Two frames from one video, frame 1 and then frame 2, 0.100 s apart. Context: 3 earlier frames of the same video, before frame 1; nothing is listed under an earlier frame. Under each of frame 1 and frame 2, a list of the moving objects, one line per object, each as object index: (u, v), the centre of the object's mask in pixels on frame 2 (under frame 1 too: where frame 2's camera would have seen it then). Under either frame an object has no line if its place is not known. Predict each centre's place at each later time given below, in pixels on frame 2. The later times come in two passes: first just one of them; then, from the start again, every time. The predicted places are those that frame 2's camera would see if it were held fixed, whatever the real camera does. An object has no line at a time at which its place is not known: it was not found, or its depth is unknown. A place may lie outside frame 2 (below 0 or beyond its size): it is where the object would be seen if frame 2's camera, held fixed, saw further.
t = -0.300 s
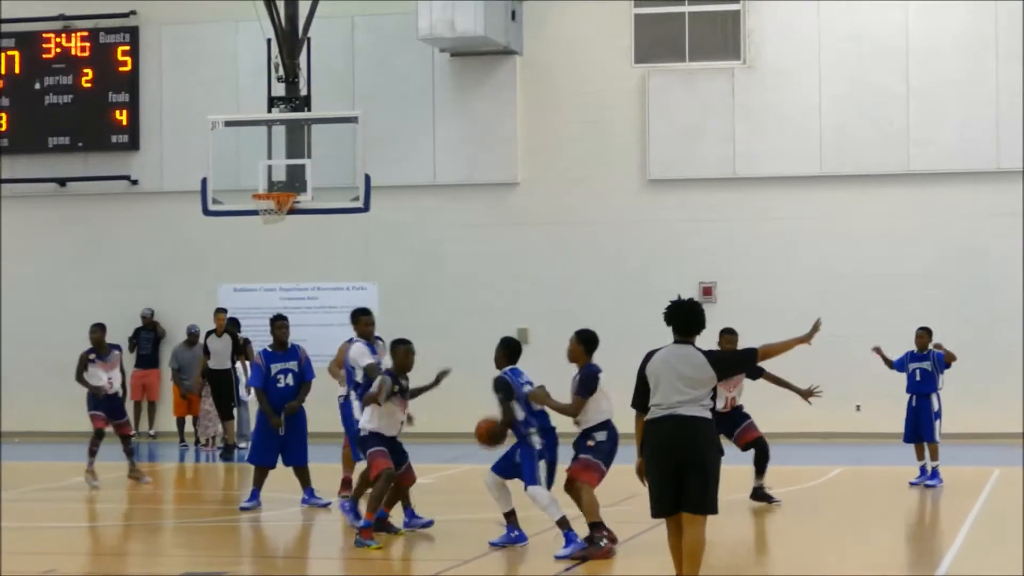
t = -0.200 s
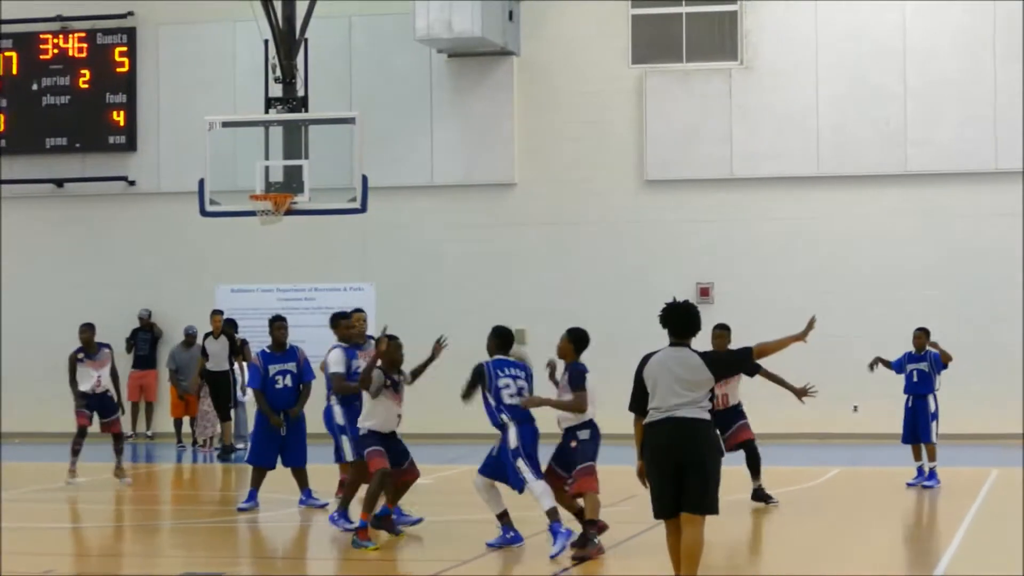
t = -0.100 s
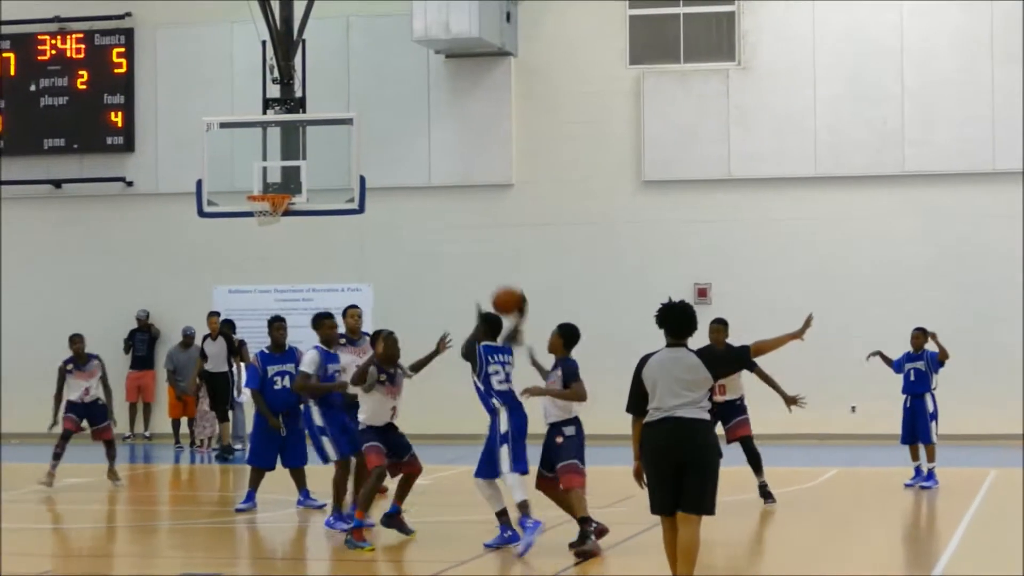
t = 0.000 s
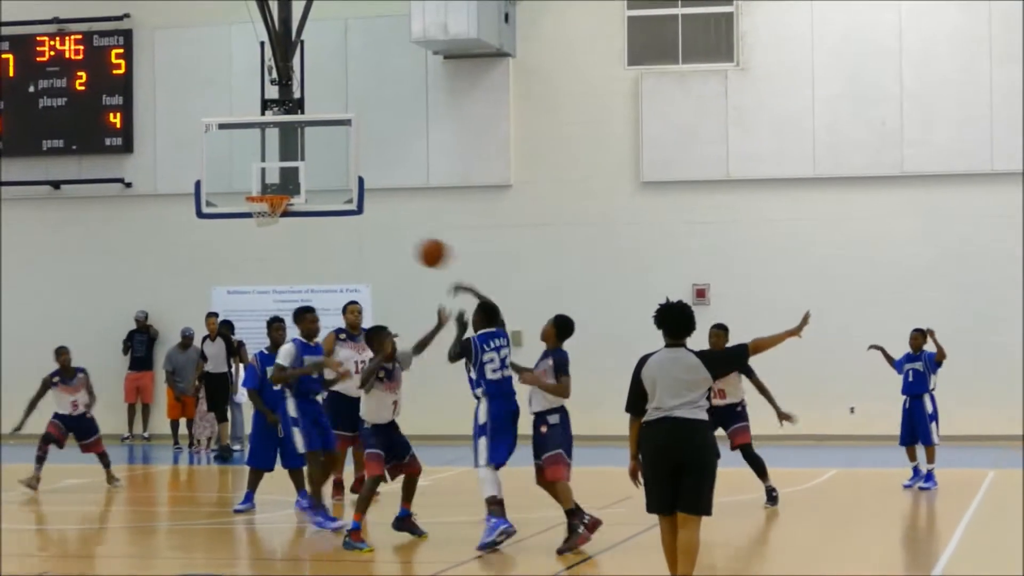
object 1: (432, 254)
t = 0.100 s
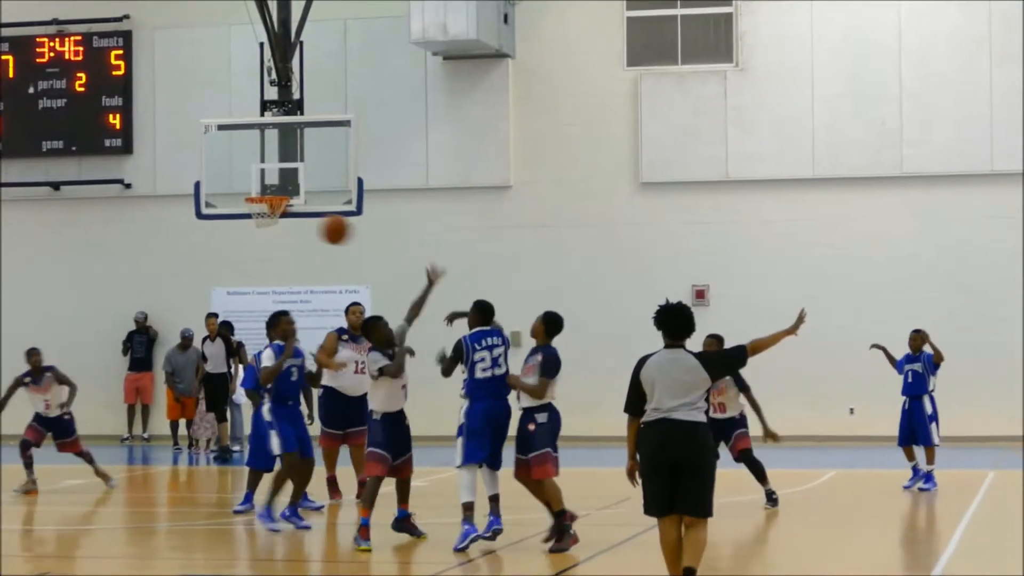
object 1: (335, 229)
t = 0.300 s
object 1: (156, 218)
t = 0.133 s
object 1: (304, 224)
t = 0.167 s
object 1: (272, 221)
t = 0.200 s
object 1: (243, 218)
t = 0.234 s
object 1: (214, 217)
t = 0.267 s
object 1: (185, 217)
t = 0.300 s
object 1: (156, 218)
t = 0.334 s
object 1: (127, 221)
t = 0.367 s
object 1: (98, 224)
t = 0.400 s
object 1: (70, 229)
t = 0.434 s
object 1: (42, 235)
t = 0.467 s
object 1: (13, 241)
